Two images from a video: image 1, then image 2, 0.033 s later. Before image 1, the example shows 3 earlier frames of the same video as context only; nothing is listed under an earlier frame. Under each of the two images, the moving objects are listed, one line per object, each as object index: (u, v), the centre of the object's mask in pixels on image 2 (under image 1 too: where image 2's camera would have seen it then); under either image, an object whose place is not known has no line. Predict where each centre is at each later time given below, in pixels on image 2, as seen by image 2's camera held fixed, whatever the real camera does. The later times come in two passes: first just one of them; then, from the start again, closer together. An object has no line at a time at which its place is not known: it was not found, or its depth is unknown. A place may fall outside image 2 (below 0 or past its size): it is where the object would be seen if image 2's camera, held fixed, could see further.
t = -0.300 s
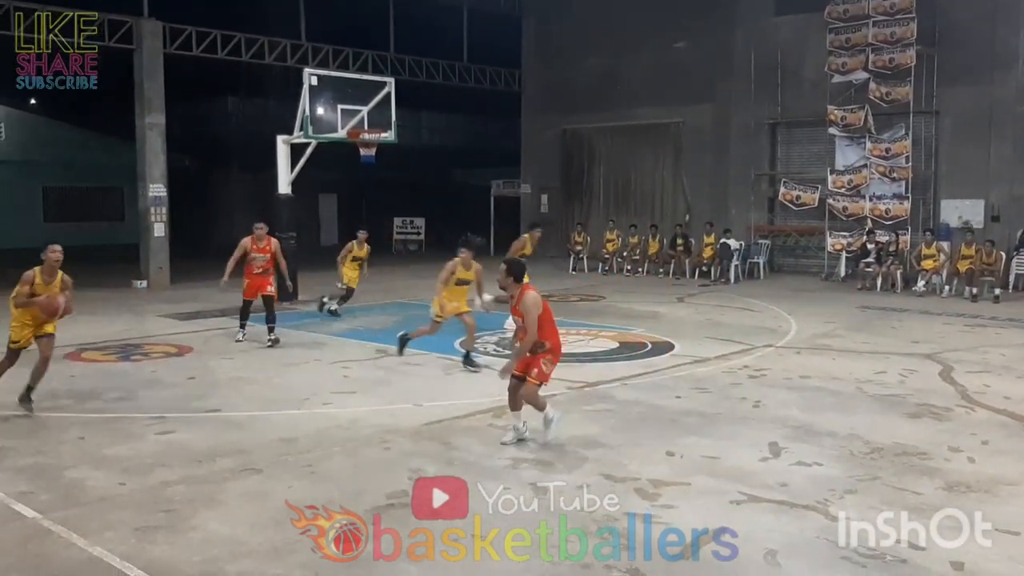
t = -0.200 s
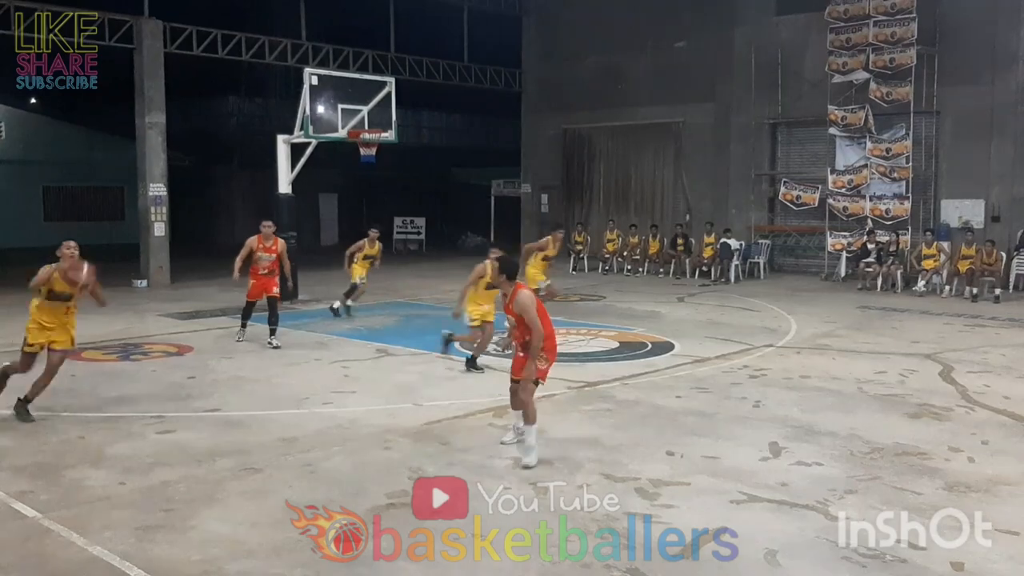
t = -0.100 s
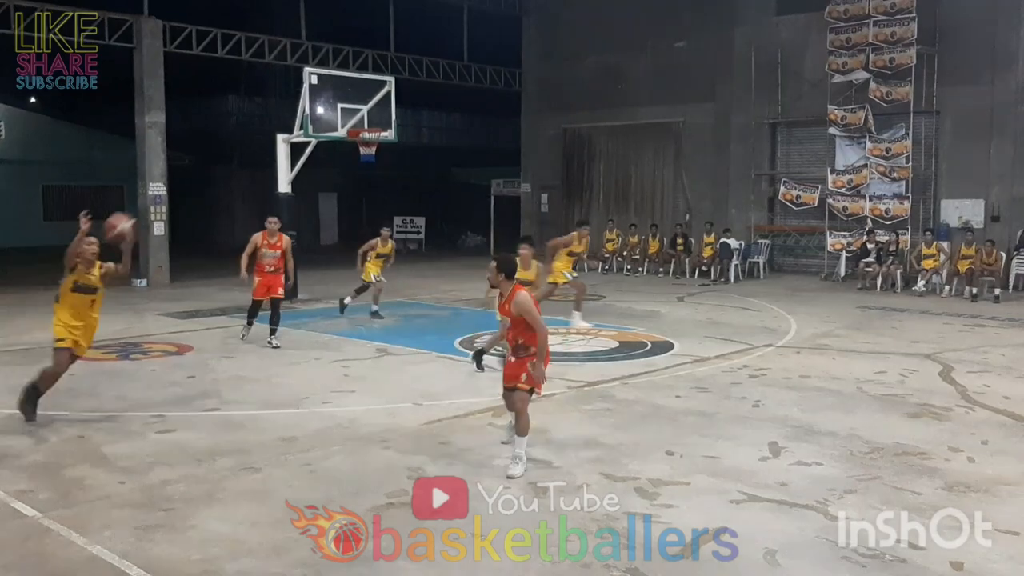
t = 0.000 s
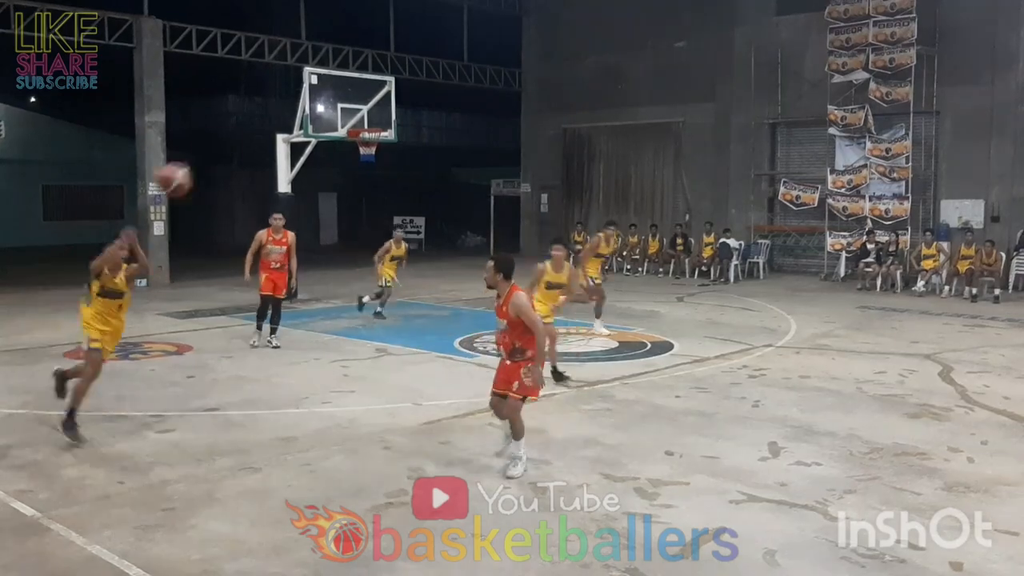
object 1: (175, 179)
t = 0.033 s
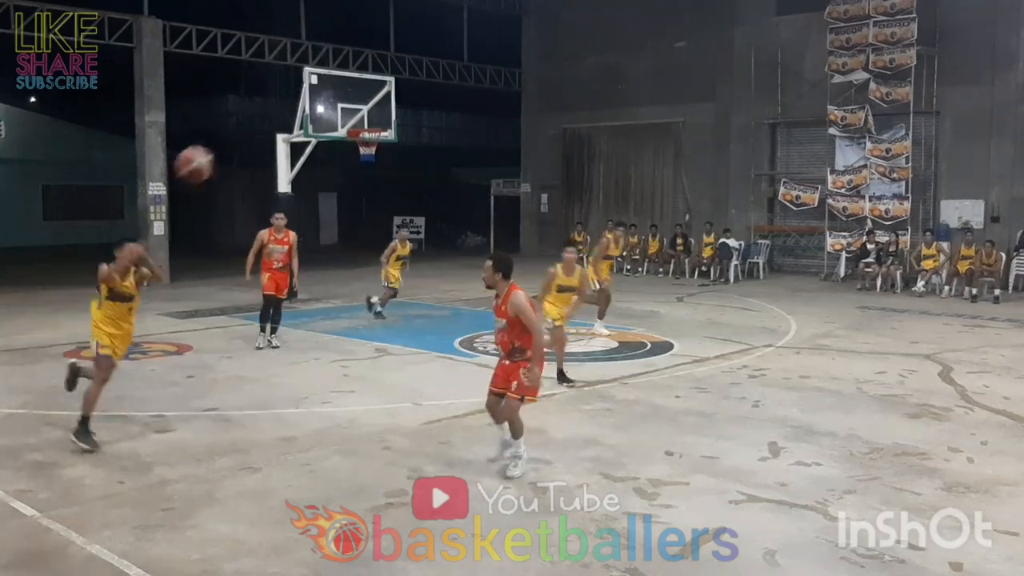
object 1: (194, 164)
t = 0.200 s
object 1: (326, 93)
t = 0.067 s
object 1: (217, 149)
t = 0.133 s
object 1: (267, 119)
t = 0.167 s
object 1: (293, 106)
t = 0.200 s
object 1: (326, 93)
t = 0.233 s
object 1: (359, 79)
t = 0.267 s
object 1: (396, 66)
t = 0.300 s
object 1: (436, 55)
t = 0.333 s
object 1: (479, 45)
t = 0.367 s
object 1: (530, 35)
